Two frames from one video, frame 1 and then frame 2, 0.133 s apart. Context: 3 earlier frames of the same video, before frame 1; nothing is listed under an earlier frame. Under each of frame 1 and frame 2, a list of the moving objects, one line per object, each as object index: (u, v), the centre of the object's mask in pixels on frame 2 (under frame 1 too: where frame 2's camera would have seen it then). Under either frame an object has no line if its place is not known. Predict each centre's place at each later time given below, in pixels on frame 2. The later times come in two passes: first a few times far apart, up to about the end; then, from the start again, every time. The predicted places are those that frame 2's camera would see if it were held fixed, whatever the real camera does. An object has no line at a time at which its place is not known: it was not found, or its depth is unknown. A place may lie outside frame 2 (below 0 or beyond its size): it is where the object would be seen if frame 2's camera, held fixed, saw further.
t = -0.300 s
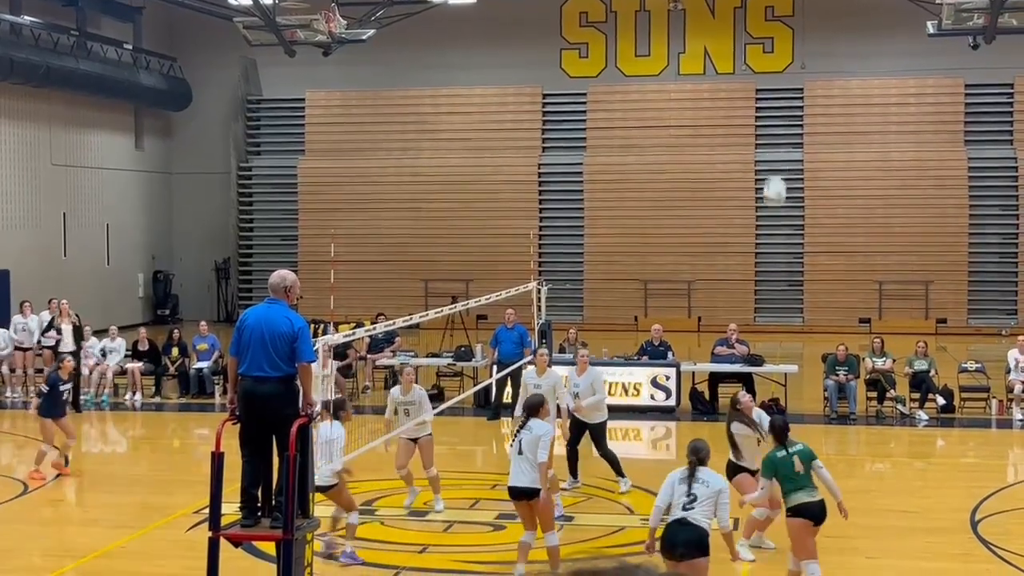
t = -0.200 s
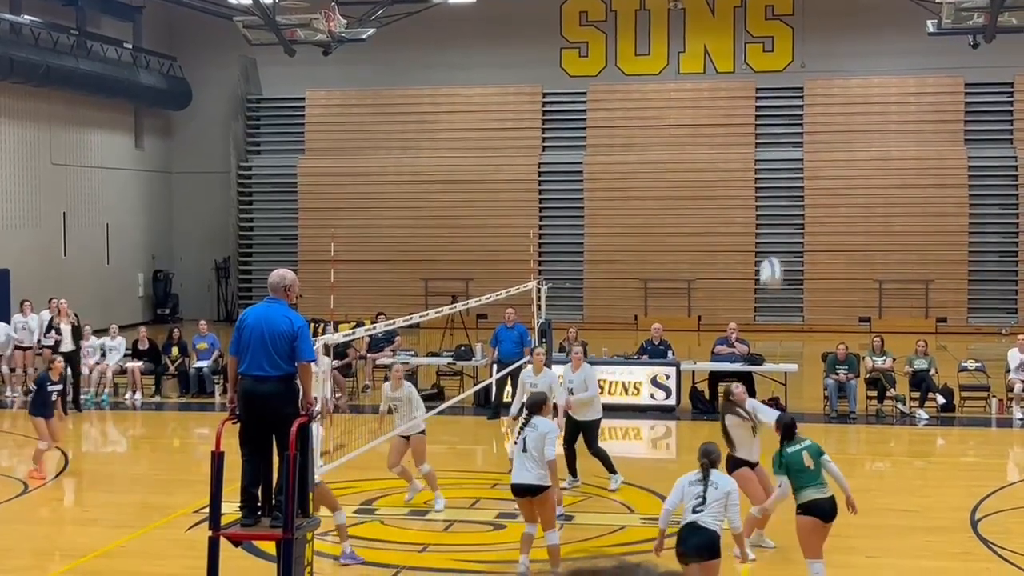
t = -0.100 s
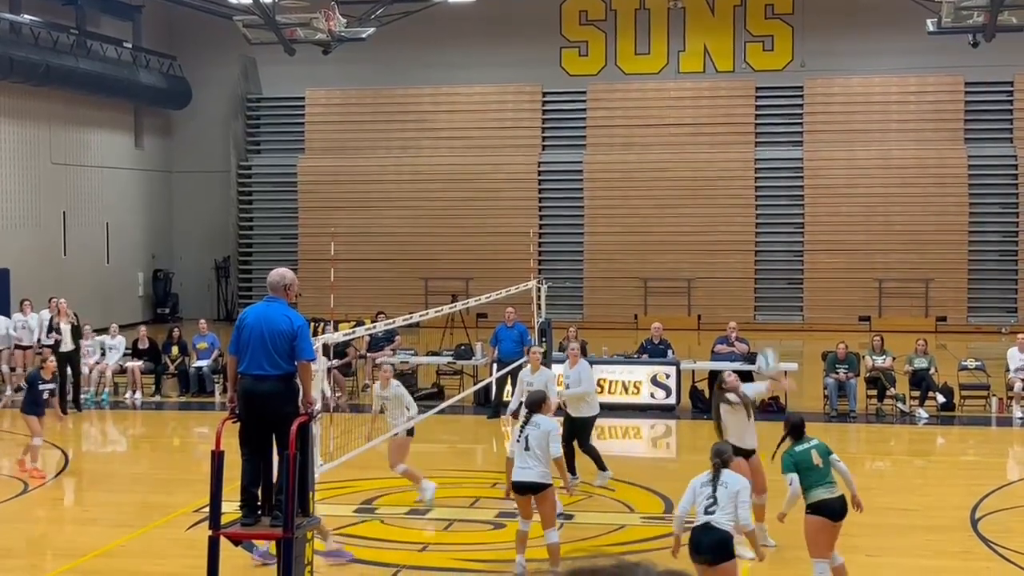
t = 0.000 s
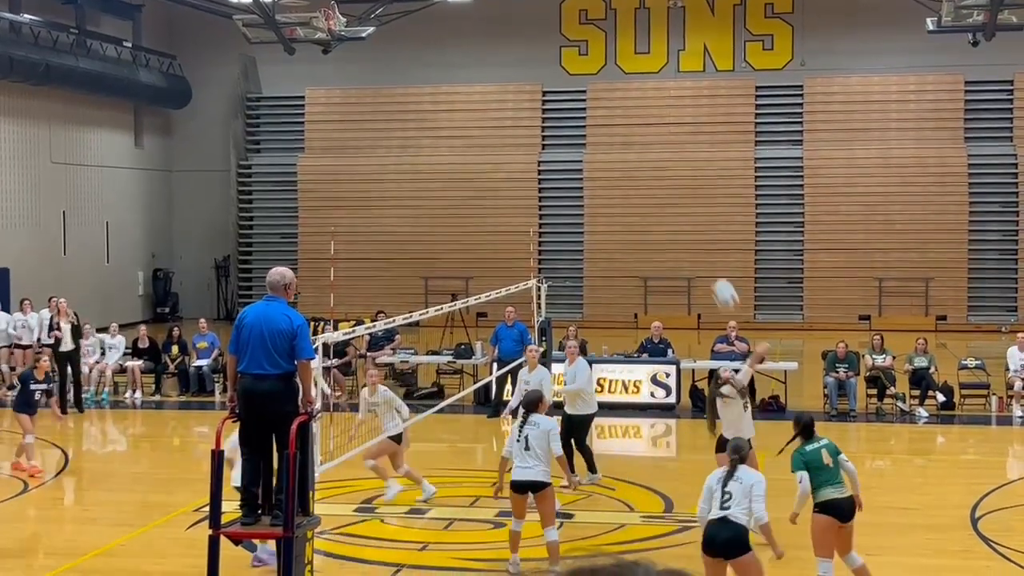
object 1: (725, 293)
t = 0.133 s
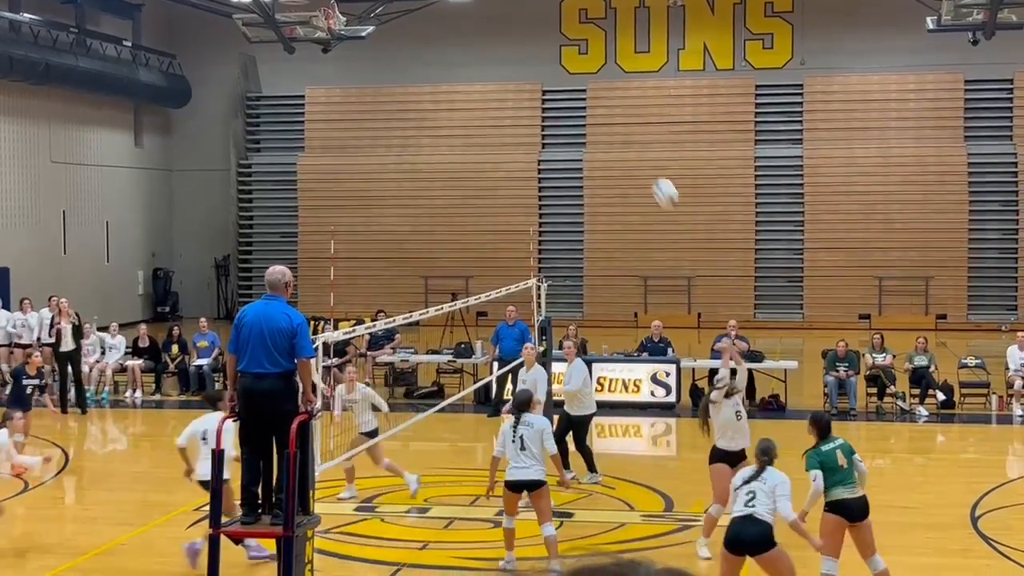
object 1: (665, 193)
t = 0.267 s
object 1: (609, 113)
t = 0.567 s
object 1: (487, 13)
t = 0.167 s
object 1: (651, 169)
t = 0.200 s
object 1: (637, 149)
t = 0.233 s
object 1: (622, 130)
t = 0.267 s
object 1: (609, 113)
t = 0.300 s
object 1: (594, 95)
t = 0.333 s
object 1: (580, 80)
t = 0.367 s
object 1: (567, 68)
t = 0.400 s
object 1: (553, 56)
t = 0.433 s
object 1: (540, 44)
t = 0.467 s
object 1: (526, 34)
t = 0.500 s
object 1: (513, 26)
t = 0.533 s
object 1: (500, 18)
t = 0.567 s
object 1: (487, 13)
